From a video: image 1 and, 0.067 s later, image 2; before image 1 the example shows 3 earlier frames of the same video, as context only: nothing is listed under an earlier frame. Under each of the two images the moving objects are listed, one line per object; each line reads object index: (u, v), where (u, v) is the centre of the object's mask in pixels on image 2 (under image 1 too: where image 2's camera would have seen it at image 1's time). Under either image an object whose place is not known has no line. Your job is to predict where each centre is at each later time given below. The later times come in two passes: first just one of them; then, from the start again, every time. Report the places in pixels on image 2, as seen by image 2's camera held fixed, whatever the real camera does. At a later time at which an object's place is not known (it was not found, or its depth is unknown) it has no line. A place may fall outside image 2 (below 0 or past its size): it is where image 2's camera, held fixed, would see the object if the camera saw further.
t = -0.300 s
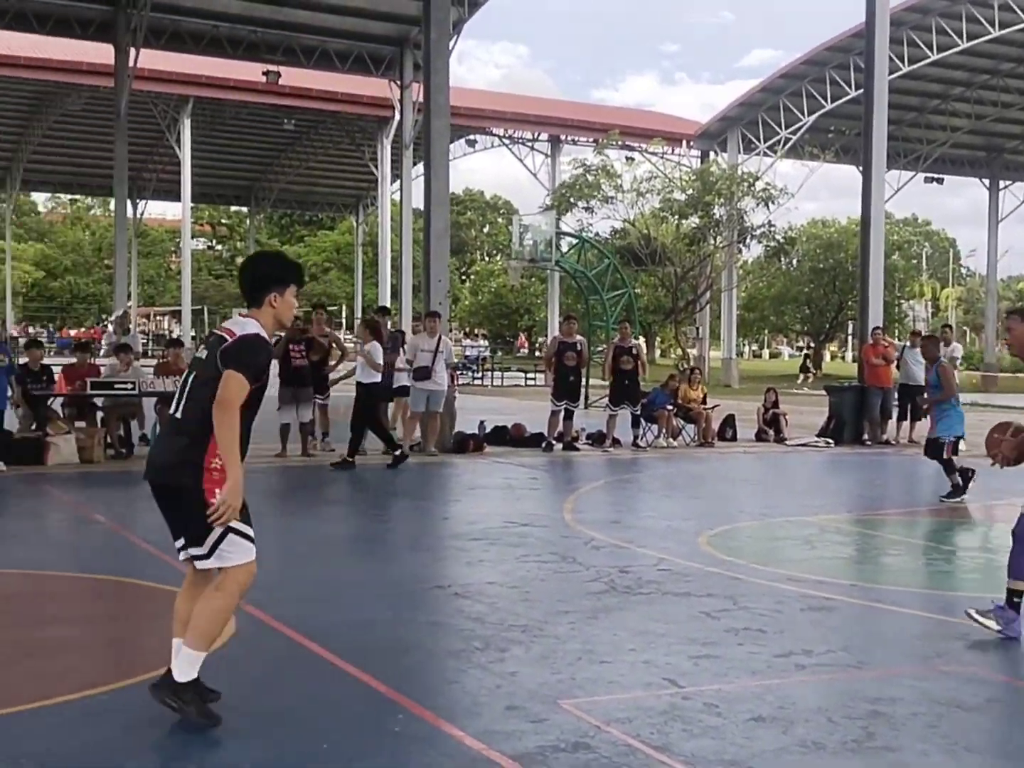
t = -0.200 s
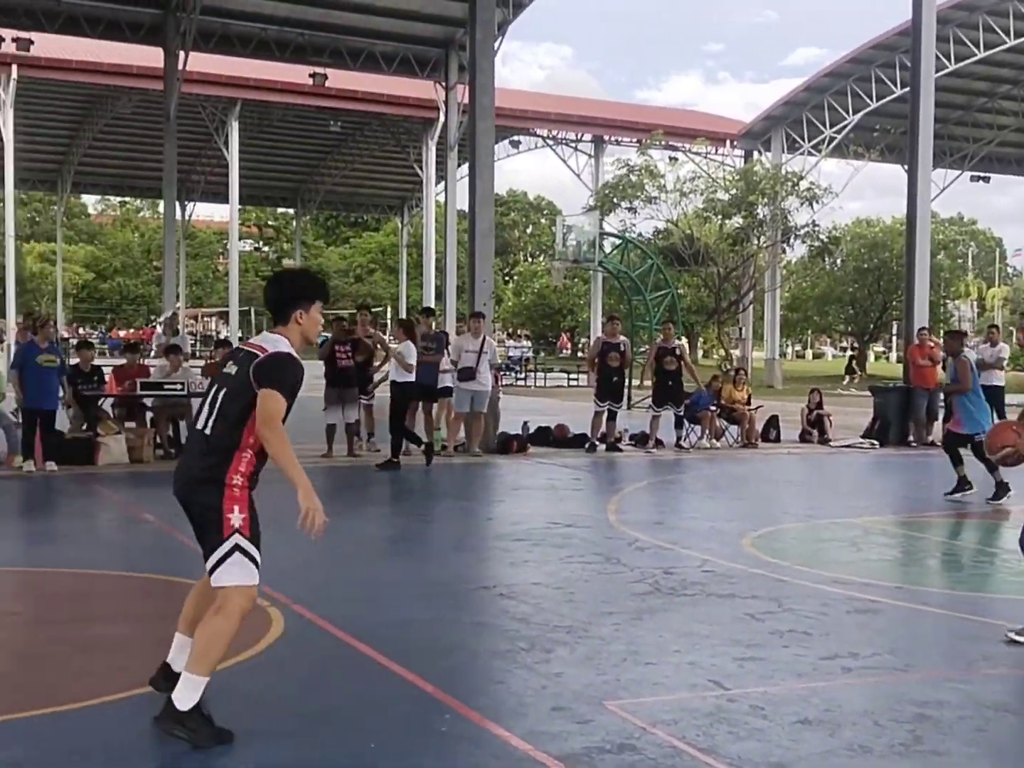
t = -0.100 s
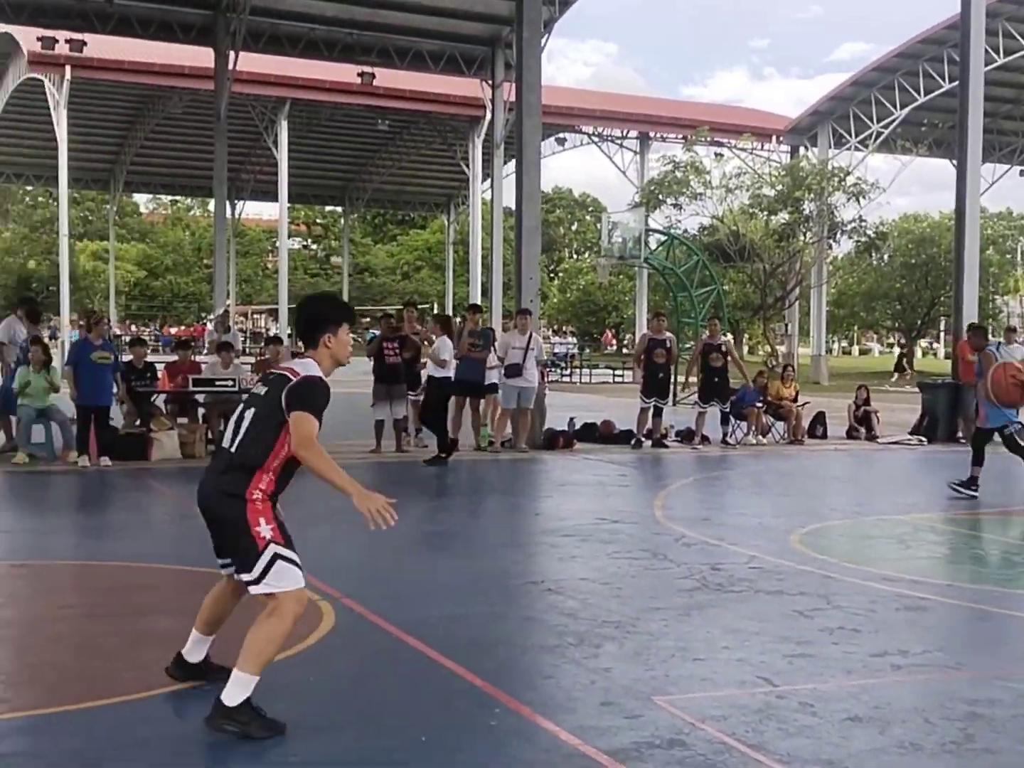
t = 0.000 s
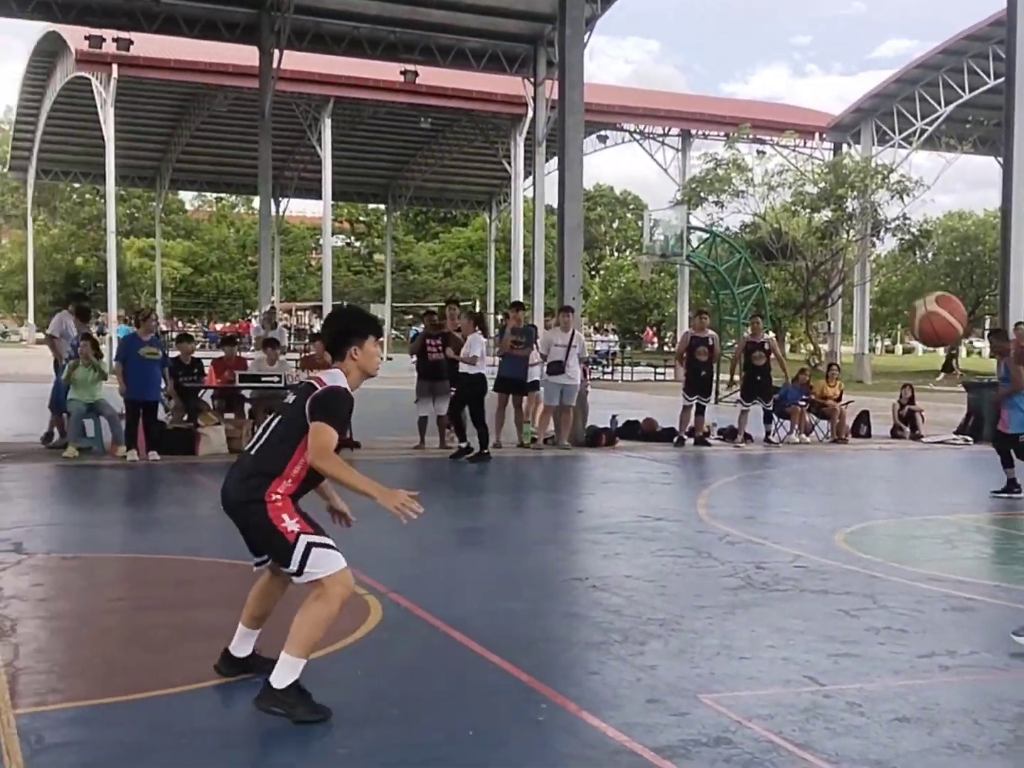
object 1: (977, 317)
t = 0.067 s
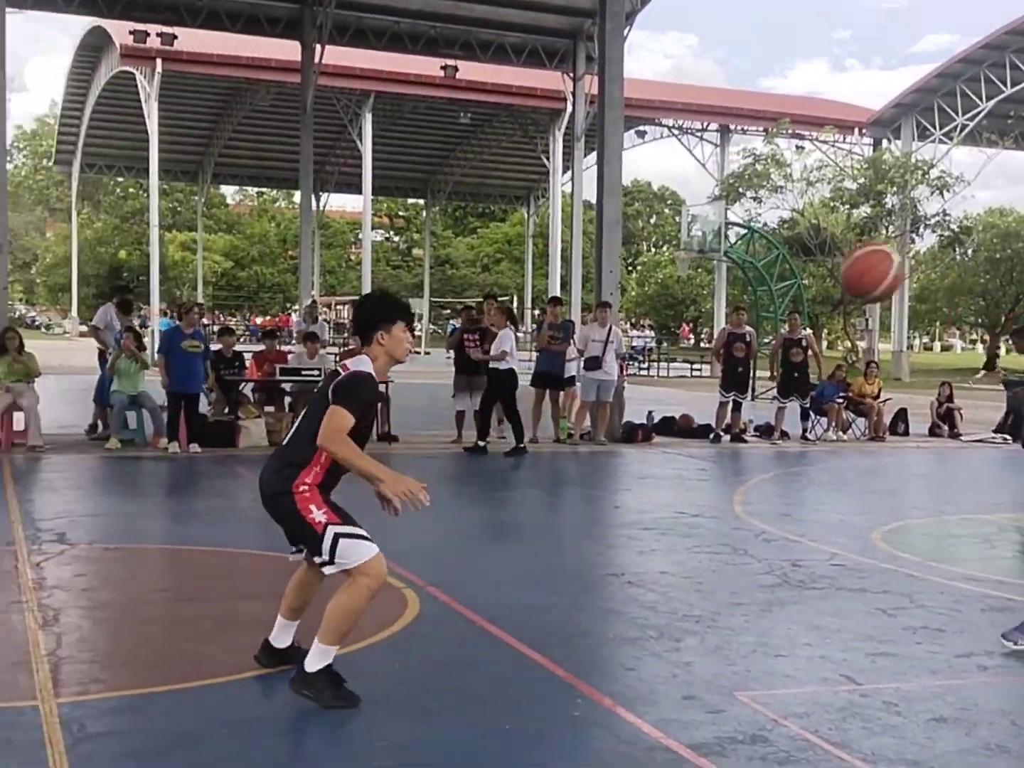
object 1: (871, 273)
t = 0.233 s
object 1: (510, 176)
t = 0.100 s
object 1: (813, 253)
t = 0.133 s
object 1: (747, 233)
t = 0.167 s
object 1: (677, 213)
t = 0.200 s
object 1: (598, 194)
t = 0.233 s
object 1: (510, 176)
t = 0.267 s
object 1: (417, 159)
